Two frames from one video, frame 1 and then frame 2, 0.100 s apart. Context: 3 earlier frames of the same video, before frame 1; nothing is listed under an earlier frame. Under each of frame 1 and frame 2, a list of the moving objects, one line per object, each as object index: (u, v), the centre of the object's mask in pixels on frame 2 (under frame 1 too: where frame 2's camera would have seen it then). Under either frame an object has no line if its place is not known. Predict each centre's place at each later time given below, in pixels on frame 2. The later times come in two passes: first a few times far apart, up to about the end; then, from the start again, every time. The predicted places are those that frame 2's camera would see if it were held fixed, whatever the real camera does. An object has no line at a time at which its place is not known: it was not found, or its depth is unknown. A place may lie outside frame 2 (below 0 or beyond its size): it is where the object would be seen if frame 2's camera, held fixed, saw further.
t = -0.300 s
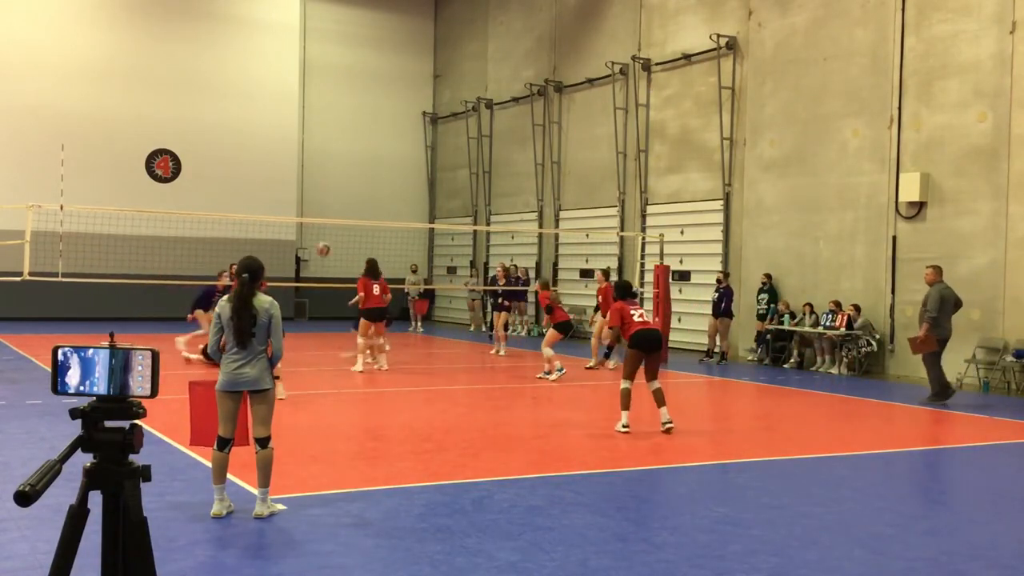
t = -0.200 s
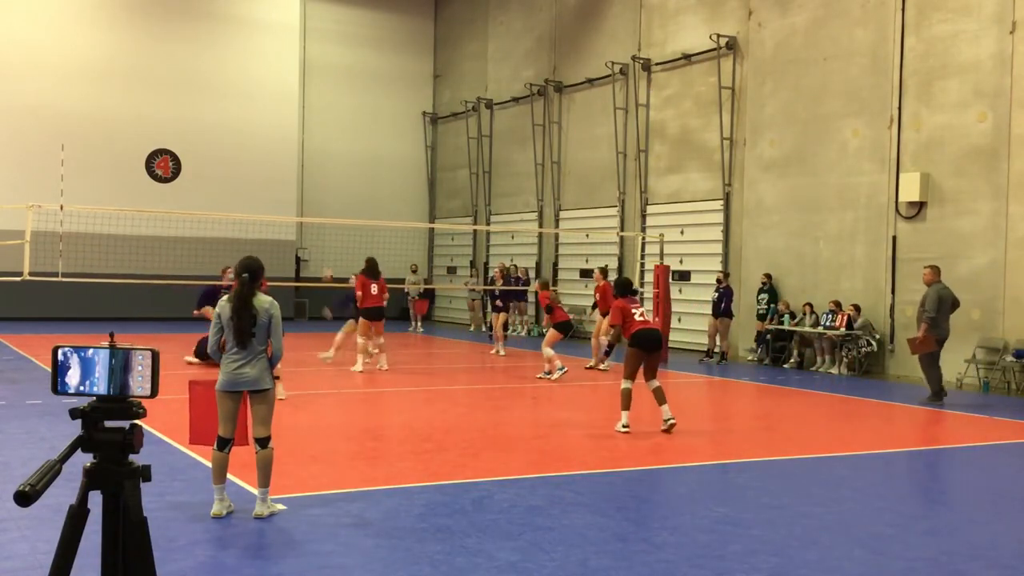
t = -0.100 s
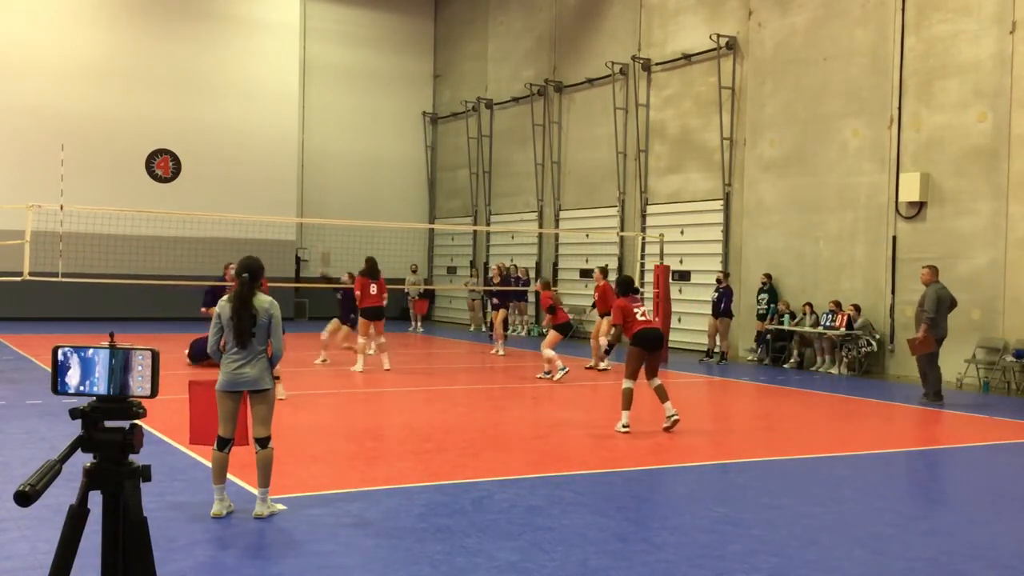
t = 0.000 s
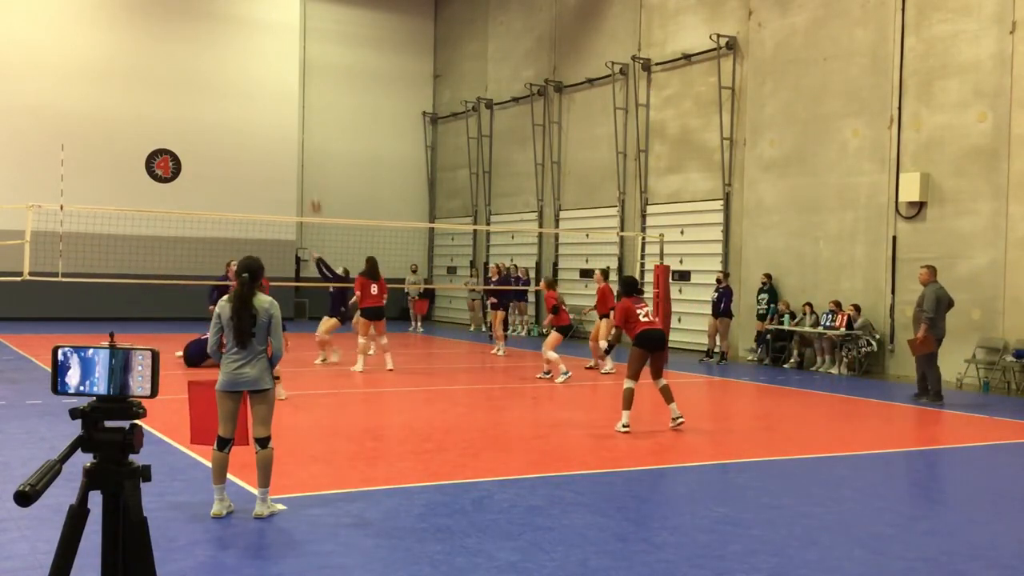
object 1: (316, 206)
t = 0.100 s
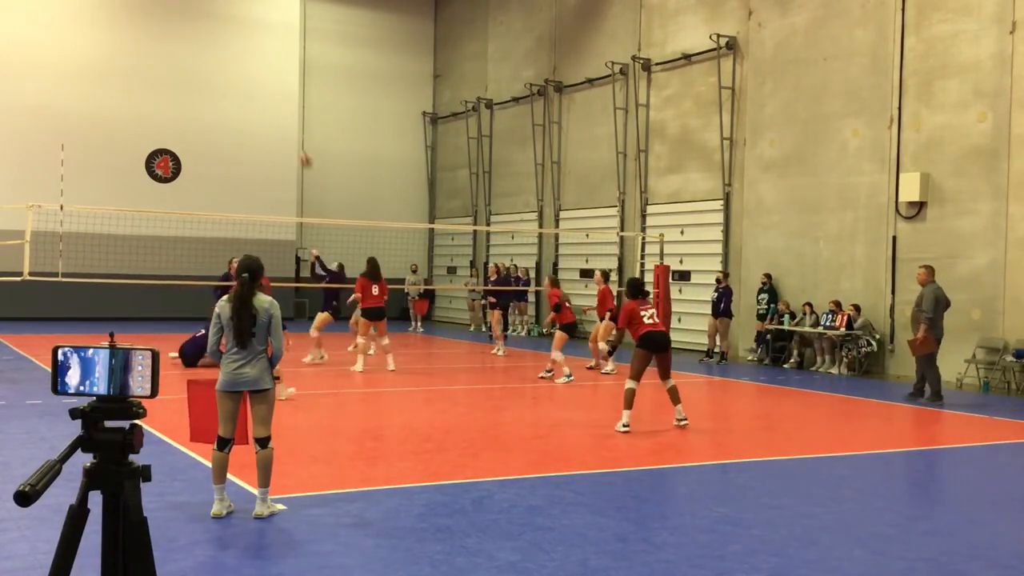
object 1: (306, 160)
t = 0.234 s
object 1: (293, 111)
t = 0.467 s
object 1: (271, 52)
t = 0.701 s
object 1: (249, 29)
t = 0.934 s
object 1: (228, 39)
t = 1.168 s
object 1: (208, 81)
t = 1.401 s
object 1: (188, 150)
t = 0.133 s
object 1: (303, 147)
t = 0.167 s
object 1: (300, 135)
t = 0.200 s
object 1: (296, 122)
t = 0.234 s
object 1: (293, 111)
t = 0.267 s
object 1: (290, 100)
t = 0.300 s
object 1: (287, 90)
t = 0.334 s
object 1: (284, 82)
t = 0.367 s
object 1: (281, 74)
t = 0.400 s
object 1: (278, 66)
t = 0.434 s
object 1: (275, 58)
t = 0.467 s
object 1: (271, 52)
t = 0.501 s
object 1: (268, 47)
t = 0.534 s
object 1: (265, 42)
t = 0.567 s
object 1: (262, 38)
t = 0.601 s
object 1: (259, 35)
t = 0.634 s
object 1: (256, 32)
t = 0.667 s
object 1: (253, 31)
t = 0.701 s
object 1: (249, 29)
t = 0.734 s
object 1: (246, 29)
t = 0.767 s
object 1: (243, 29)
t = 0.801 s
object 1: (240, 29)
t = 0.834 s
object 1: (237, 31)
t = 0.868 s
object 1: (235, 33)
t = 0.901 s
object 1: (232, 35)
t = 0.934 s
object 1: (228, 39)
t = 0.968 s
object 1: (226, 43)
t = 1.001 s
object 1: (222, 48)
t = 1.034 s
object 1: (220, 53)
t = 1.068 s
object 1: (216, 59)
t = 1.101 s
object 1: (214, 66)
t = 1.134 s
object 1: (211, 73)
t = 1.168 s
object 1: (208, 81)
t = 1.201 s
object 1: (205, 89)
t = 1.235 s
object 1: (202, 98)
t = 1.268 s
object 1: (199, 108)
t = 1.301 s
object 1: (197, 118)
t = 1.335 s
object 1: (194, 129)
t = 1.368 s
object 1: (191, 140)
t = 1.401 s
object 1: (188, 150)
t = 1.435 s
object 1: (186, 163)
